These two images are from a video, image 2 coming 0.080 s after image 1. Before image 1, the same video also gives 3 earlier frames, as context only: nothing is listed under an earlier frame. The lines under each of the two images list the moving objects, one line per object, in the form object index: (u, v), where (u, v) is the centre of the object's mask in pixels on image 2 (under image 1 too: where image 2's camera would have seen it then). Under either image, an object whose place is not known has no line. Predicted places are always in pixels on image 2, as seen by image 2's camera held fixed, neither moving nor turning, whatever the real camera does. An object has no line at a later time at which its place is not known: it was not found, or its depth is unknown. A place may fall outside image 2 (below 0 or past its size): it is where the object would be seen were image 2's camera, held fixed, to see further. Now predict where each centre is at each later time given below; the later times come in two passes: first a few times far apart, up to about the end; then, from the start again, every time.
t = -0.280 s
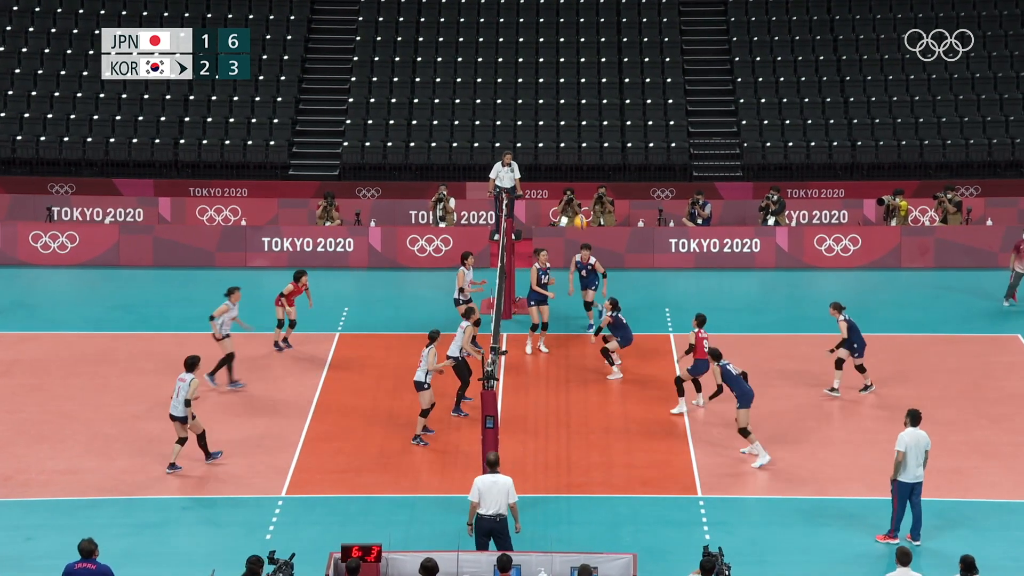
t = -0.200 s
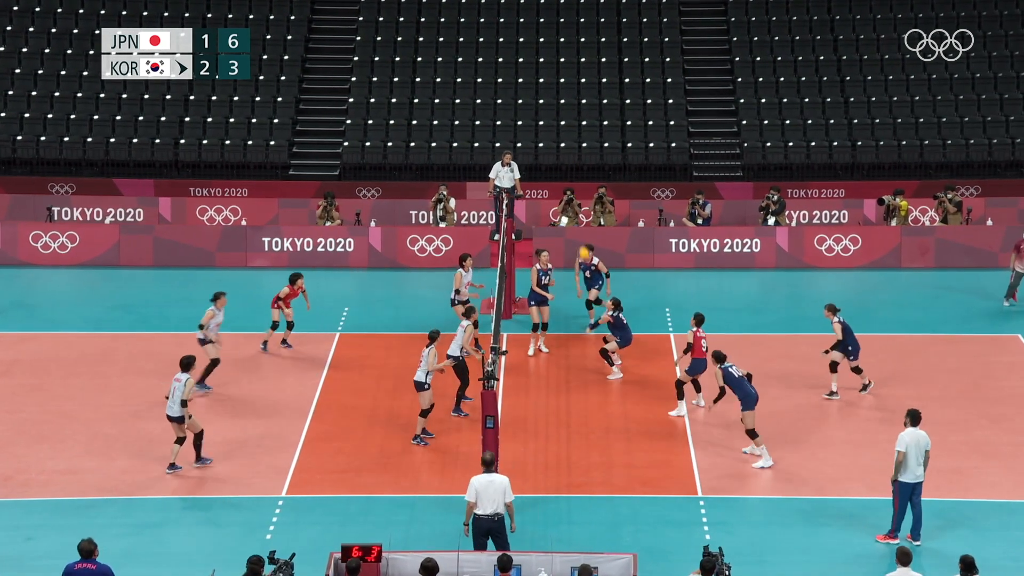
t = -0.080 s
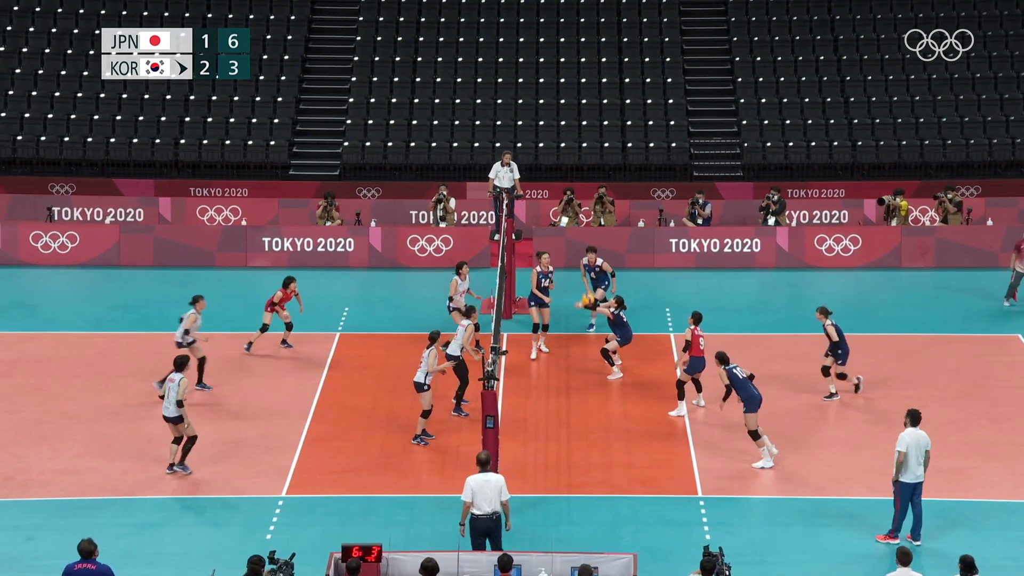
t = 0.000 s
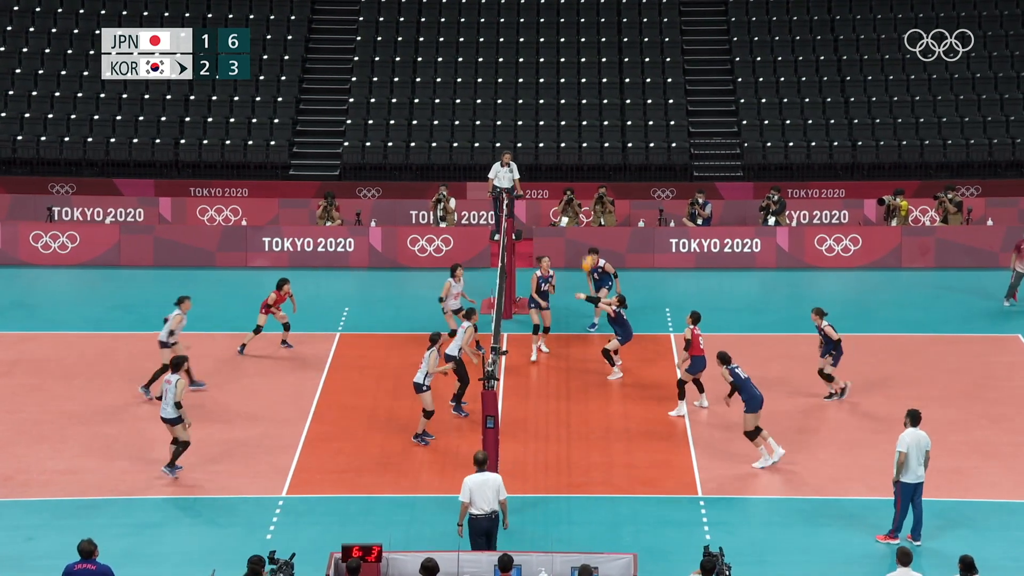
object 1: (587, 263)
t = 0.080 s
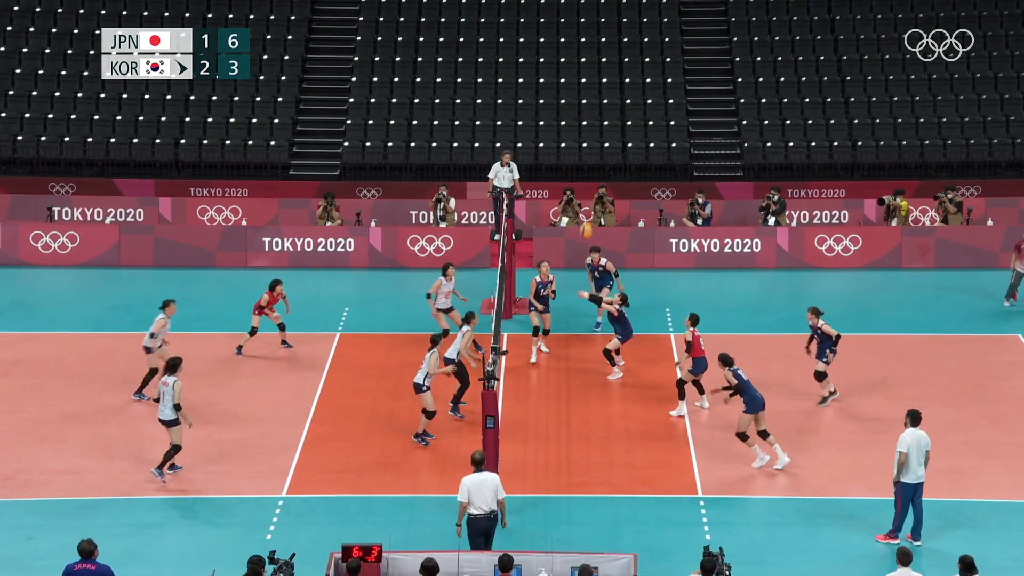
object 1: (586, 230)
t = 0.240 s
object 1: (583, 179)
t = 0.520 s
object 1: (579, 123)
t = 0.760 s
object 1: (576, 112)
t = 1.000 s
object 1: (572, 138)
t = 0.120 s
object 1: (585, 218)
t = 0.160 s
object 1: (585, 205)
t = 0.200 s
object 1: (584, 191)
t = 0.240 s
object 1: (583, 179)
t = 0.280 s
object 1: (582, 167)
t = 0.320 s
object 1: (582, 158)
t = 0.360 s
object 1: (581, 151)
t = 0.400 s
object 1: (581, 141)
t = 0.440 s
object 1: (580, 134)
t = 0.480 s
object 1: (579, 127)
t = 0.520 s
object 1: (579, 123)
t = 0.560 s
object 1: (578, 119)
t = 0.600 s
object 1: (578, 115)
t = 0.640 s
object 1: (577, 113)
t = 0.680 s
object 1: (577, 111)
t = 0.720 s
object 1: (576, 111)
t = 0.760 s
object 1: (576, 112)
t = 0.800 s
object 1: (575, 113)
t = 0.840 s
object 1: (575, 116)
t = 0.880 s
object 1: (574, 120)
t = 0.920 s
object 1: (573, 125)
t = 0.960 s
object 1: (573, 130)
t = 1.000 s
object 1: (572, 138)
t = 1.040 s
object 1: (572, 145)
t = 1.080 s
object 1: (571, 156)
